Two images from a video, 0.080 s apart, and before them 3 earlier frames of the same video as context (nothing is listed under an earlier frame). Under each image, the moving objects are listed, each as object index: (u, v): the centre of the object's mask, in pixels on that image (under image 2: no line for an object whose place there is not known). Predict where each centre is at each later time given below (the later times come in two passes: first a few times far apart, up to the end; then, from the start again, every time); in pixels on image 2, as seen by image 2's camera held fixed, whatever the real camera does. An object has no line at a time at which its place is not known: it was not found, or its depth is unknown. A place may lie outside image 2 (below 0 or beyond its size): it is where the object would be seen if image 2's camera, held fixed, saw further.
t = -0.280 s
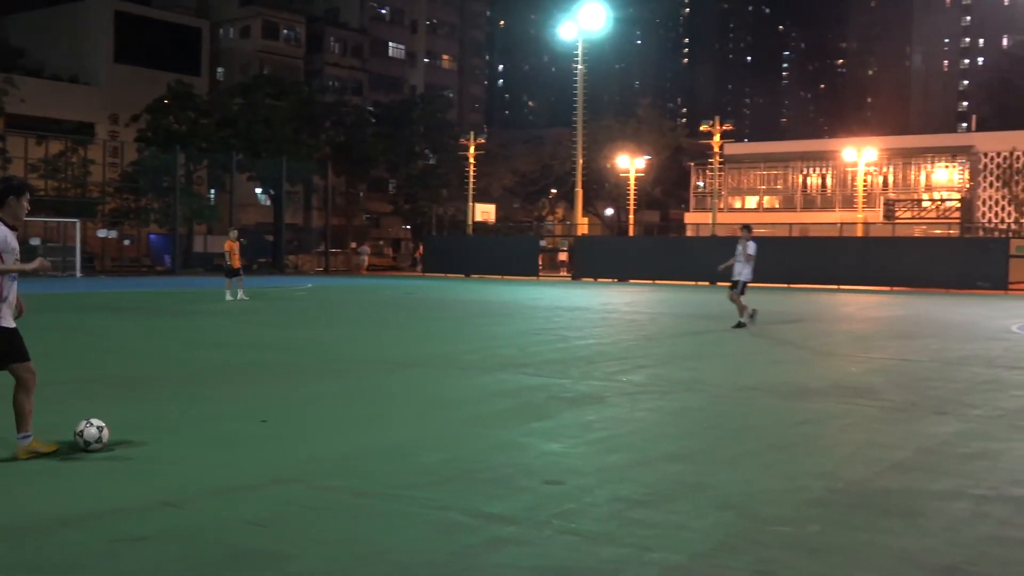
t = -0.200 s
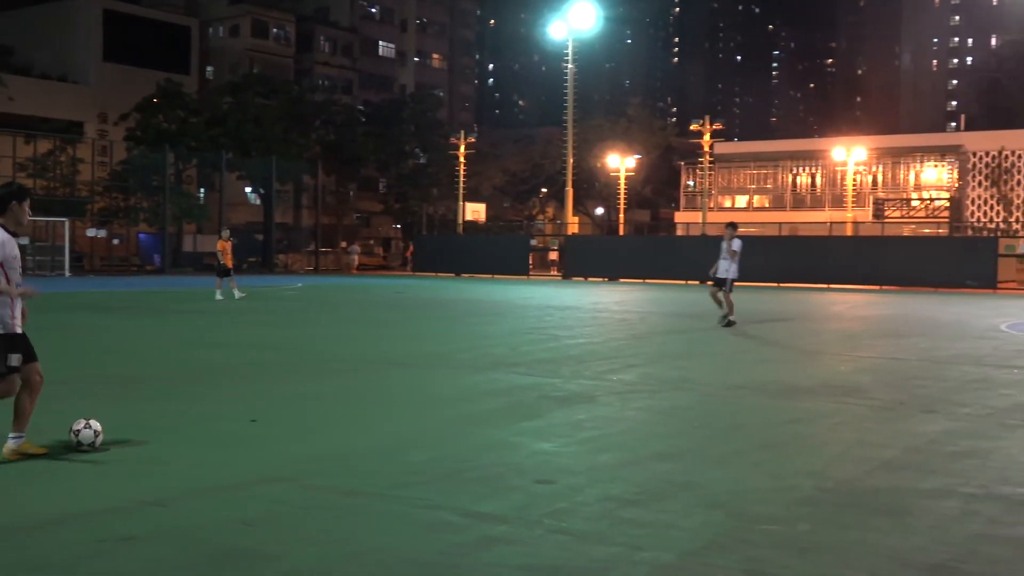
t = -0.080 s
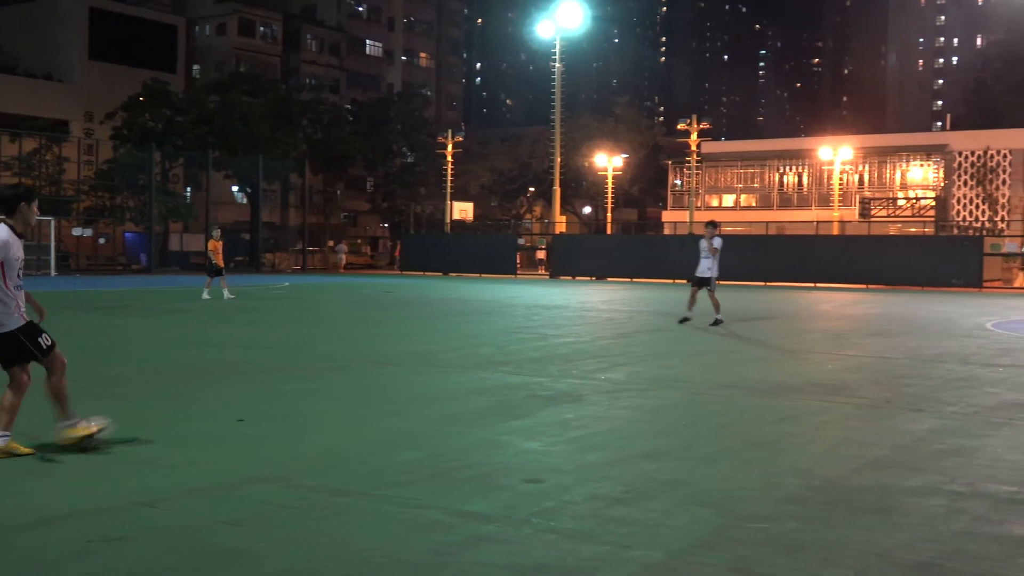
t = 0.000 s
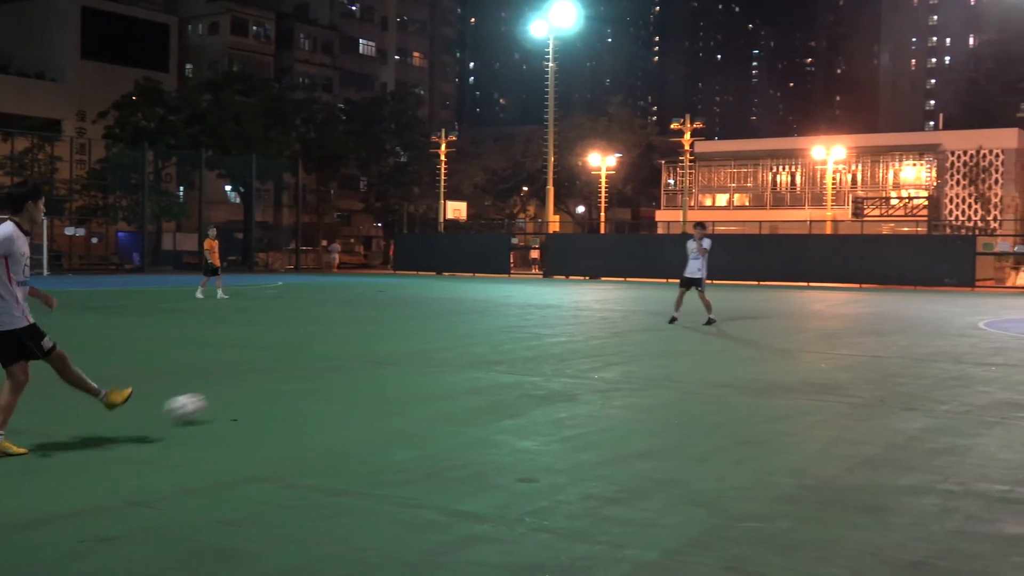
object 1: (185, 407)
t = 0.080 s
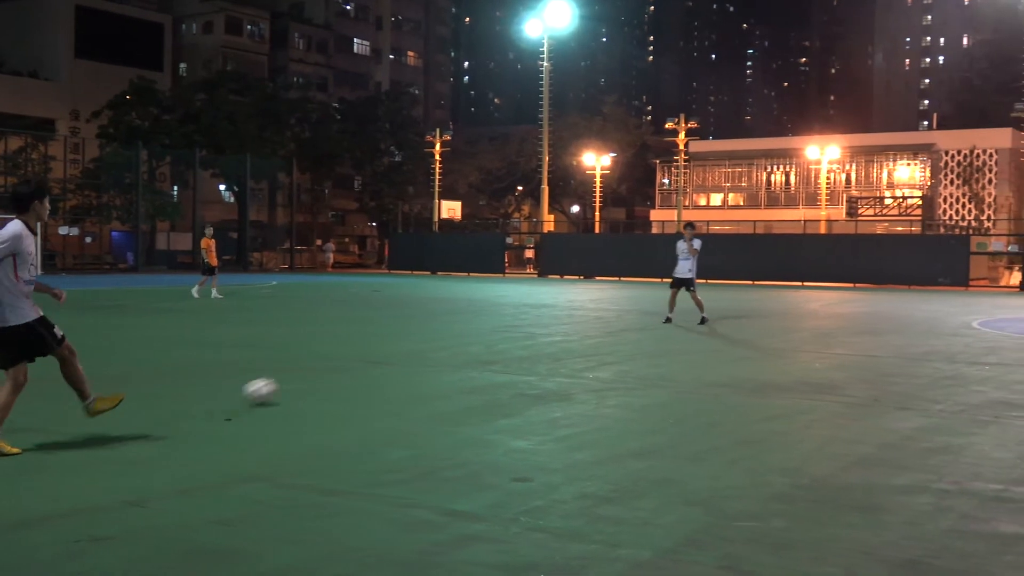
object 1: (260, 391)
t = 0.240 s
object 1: (367, 367)
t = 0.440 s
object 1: (447, 351)
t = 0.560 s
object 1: (476, 342)
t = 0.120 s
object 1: (291, 383)
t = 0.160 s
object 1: (321, 379)
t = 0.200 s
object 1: (345, 372)
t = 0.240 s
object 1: (367, 367)
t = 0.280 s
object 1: (387, 363)
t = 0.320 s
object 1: (405, 361)
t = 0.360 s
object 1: (420, 355)
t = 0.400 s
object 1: (434, 352)
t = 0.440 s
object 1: (447, 351)
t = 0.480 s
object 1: (458, 346)
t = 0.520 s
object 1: (468, 343)
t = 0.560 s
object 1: (476, 342)
